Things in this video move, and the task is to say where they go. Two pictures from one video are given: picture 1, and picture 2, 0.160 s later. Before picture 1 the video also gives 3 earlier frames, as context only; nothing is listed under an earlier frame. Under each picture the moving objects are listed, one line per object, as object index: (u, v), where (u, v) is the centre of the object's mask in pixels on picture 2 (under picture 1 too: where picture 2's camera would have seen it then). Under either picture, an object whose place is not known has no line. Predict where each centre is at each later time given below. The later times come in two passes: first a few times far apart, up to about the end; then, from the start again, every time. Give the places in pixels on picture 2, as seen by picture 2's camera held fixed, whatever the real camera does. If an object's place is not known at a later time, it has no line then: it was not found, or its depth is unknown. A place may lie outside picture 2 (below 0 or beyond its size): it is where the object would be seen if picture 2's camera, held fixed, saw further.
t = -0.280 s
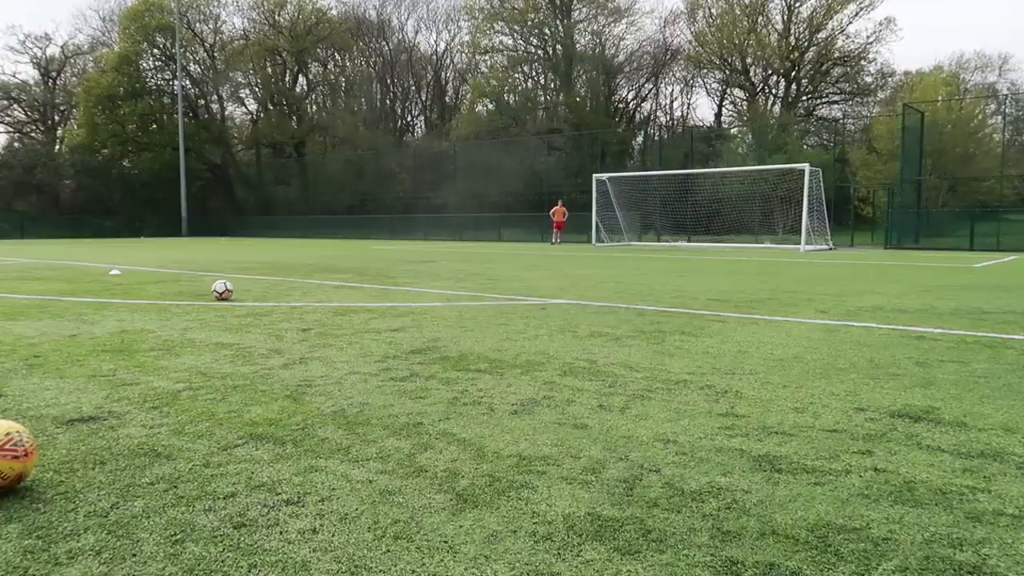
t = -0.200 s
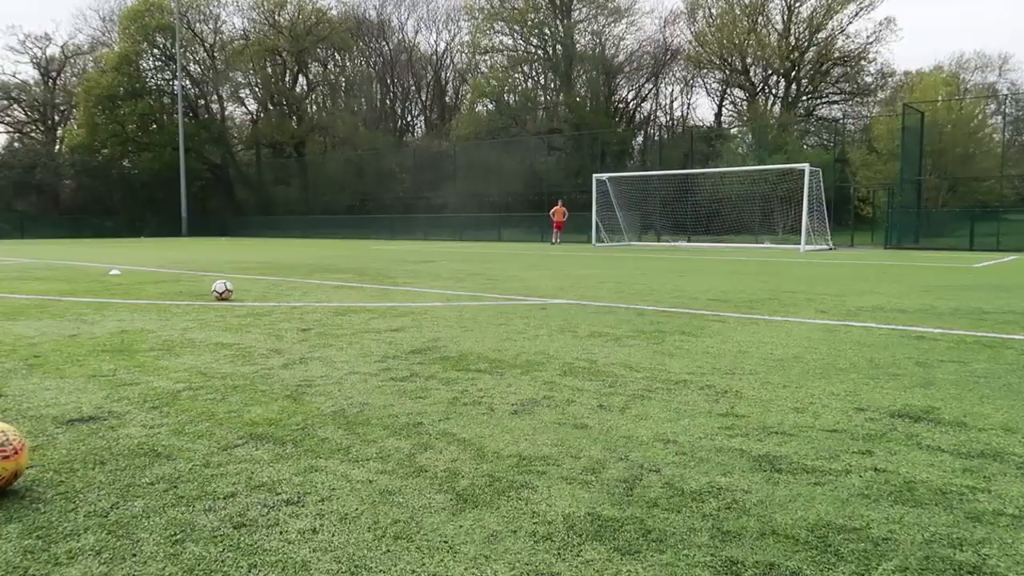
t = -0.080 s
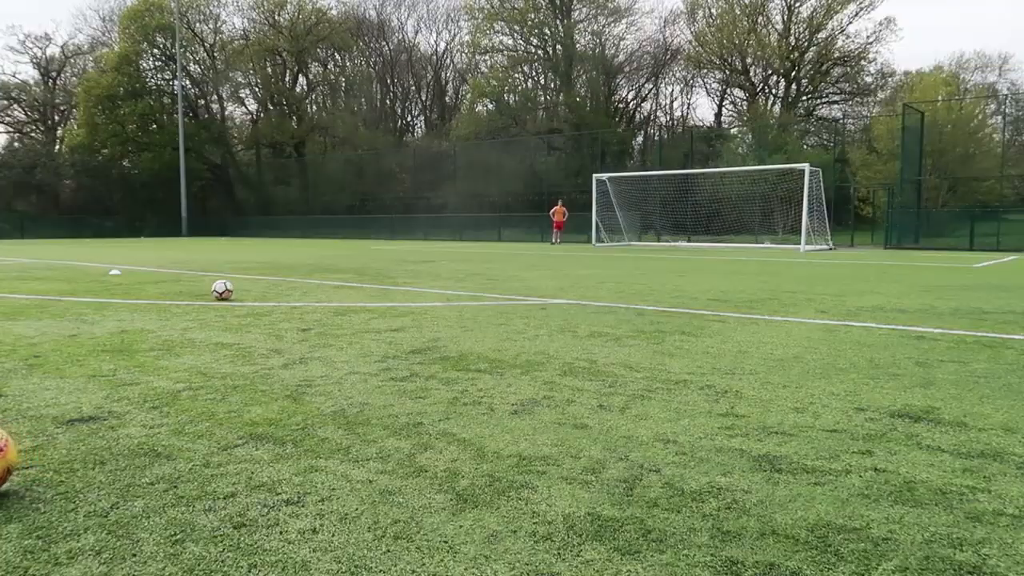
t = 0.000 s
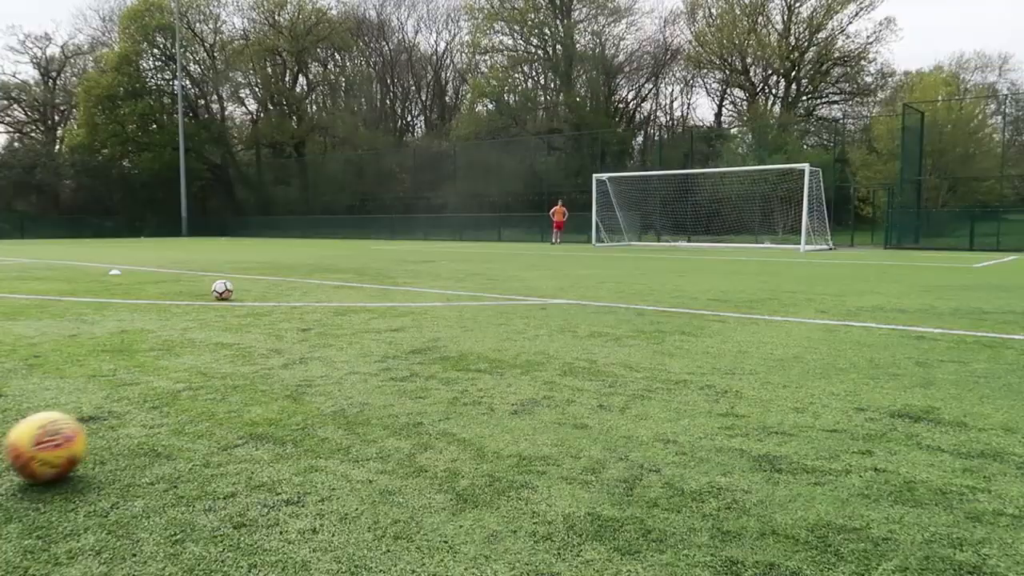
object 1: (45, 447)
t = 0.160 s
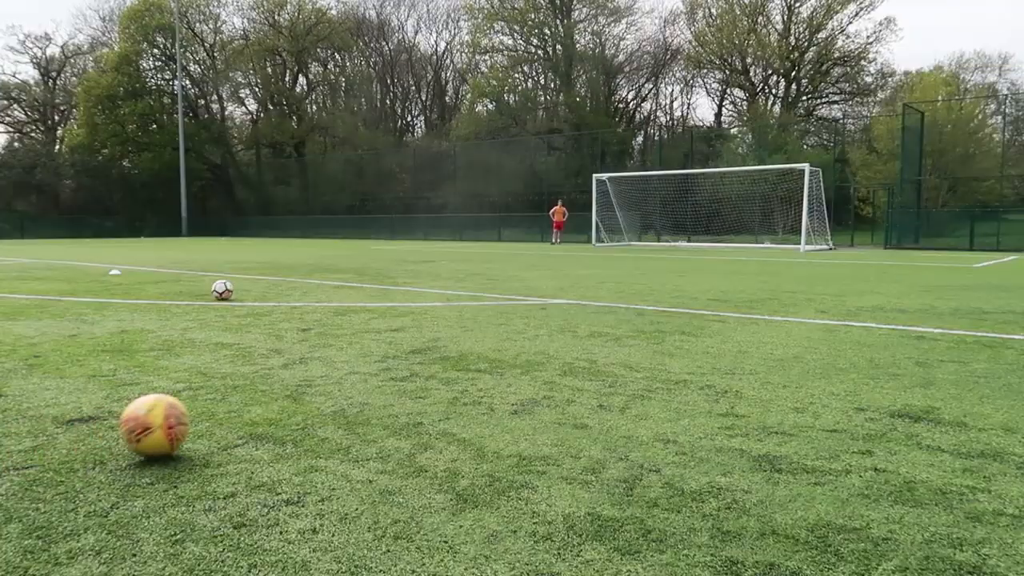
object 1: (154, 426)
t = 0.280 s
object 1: (211, 417)
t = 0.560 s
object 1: (319, 397)
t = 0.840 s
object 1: (403, 381)
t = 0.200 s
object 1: (174, 424)
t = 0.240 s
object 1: (193, 419)
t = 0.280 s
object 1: (211, 417)
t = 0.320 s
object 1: (228, 413)
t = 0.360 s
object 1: (245, 411)
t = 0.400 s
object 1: (261, 407)
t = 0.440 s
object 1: (277, 404)
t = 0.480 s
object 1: (292, 402)
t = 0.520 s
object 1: (306, 400)
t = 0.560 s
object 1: (319, 397)
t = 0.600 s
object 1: (333, 394)
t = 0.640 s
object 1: (345, 392)
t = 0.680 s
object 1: (357, 390)
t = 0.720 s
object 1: (369, 387)
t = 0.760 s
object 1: (380, 386)
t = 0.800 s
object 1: (392, 383)
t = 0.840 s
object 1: (403, 381)
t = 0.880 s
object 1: (413, 379)
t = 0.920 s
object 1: (424, 378)
